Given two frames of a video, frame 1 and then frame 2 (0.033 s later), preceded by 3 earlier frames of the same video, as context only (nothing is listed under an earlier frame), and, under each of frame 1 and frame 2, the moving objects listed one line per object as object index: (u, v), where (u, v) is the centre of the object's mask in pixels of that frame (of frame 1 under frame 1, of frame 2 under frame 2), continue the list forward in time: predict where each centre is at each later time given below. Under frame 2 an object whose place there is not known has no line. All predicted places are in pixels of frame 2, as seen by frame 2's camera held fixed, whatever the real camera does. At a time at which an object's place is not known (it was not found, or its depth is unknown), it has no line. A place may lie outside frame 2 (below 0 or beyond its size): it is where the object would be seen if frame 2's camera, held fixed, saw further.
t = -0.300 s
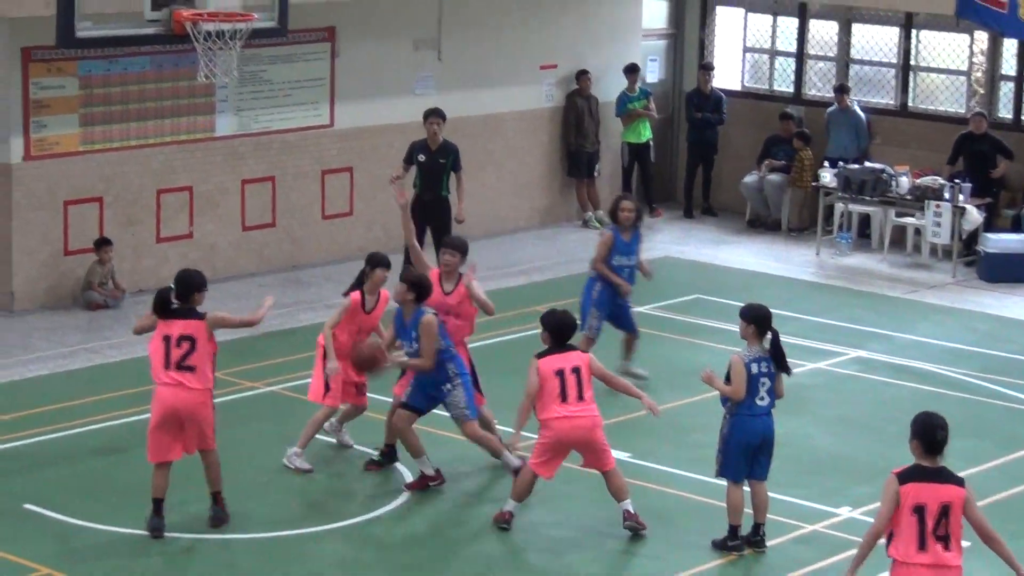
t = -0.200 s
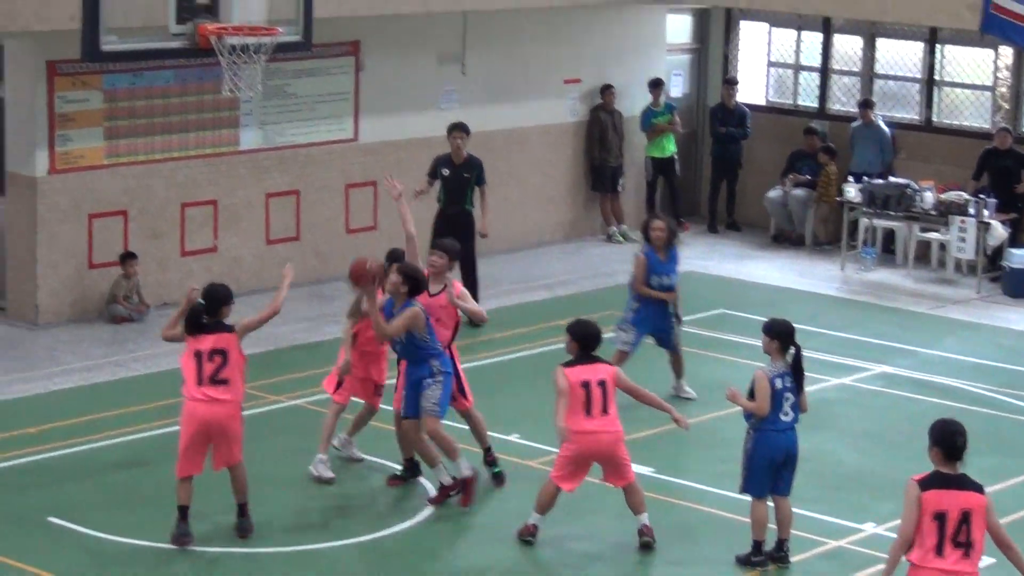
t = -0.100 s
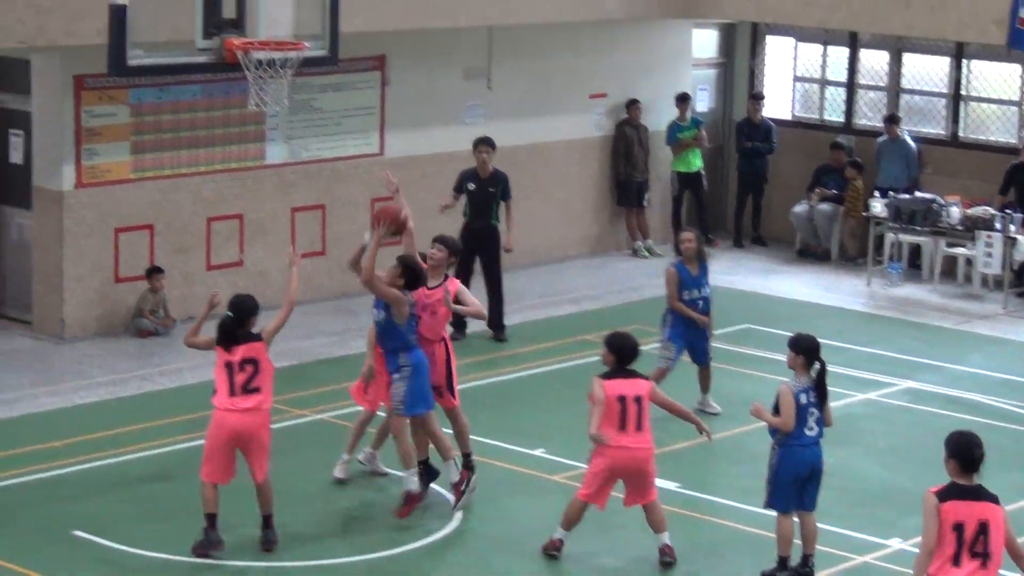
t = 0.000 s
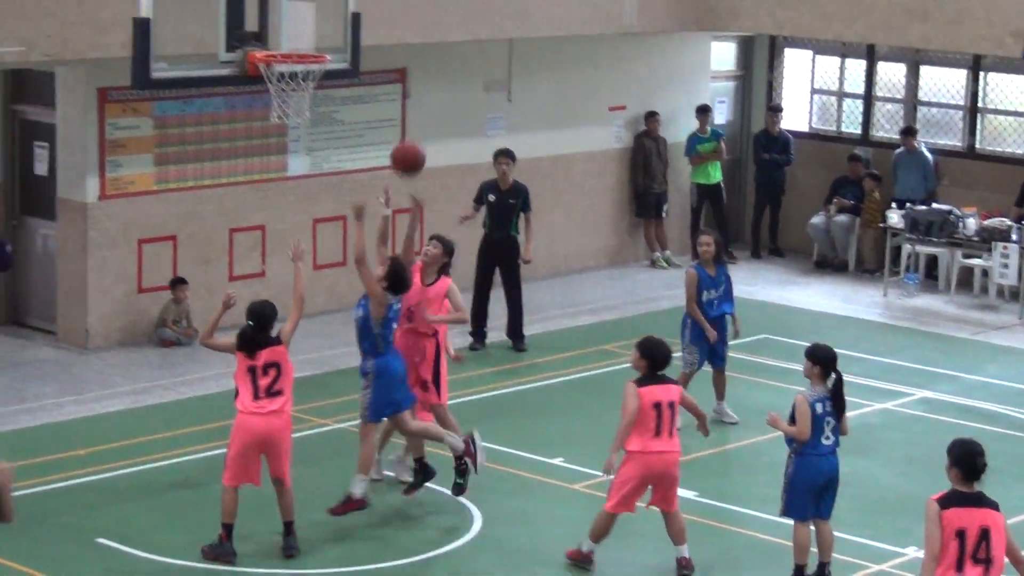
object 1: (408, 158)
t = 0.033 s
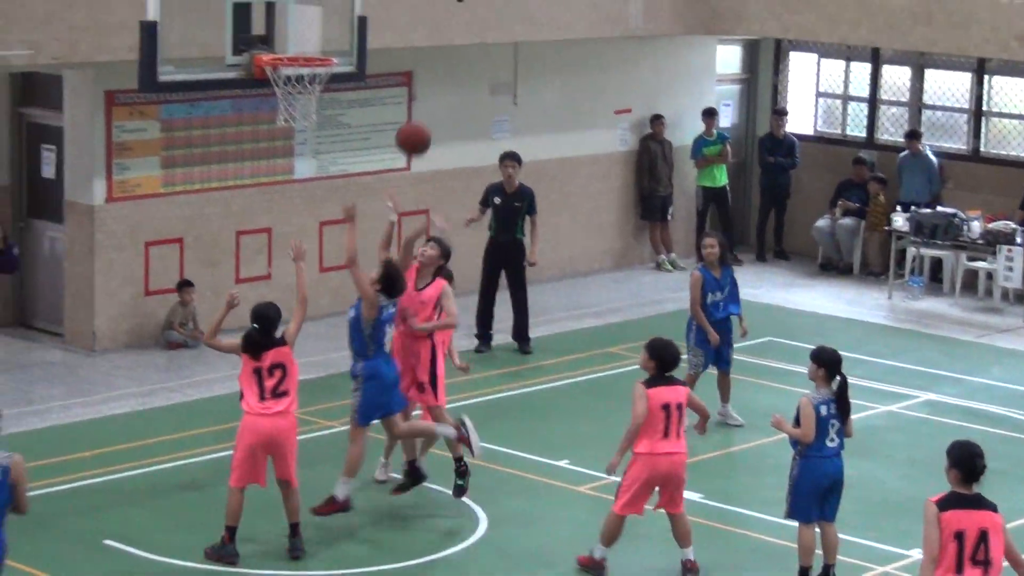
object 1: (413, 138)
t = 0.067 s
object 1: (412, 117)
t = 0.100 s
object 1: (411, 97)
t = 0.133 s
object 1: (410, 80)
